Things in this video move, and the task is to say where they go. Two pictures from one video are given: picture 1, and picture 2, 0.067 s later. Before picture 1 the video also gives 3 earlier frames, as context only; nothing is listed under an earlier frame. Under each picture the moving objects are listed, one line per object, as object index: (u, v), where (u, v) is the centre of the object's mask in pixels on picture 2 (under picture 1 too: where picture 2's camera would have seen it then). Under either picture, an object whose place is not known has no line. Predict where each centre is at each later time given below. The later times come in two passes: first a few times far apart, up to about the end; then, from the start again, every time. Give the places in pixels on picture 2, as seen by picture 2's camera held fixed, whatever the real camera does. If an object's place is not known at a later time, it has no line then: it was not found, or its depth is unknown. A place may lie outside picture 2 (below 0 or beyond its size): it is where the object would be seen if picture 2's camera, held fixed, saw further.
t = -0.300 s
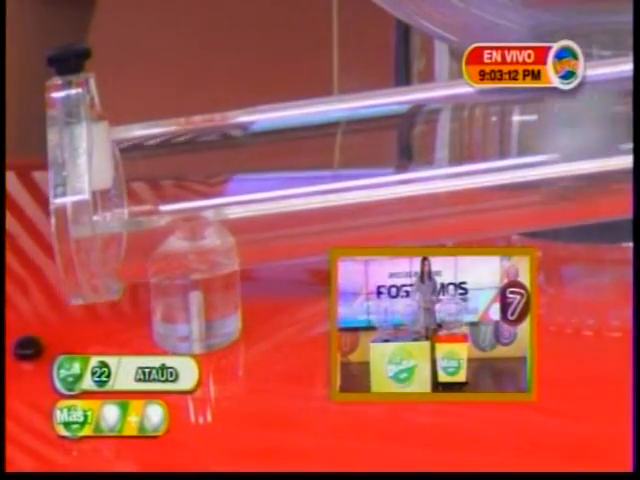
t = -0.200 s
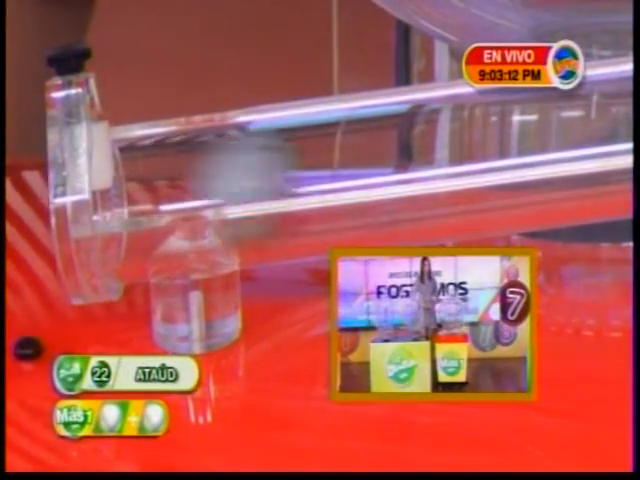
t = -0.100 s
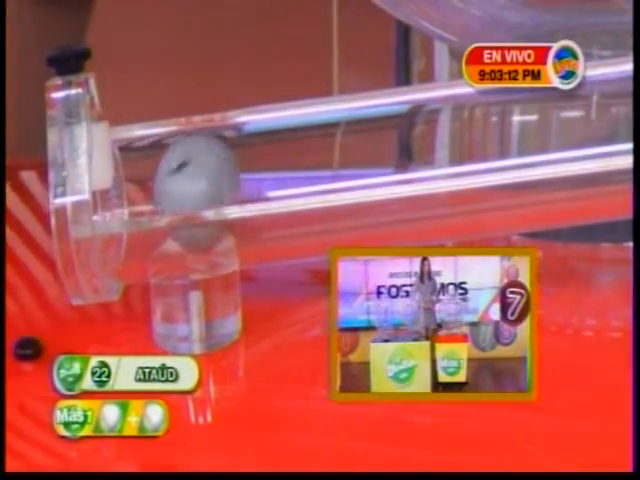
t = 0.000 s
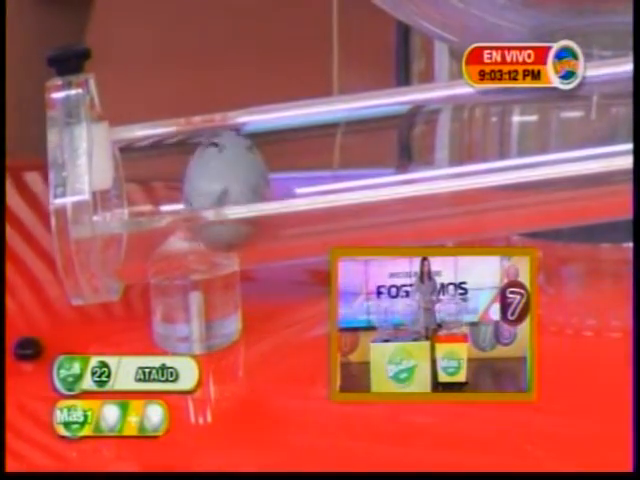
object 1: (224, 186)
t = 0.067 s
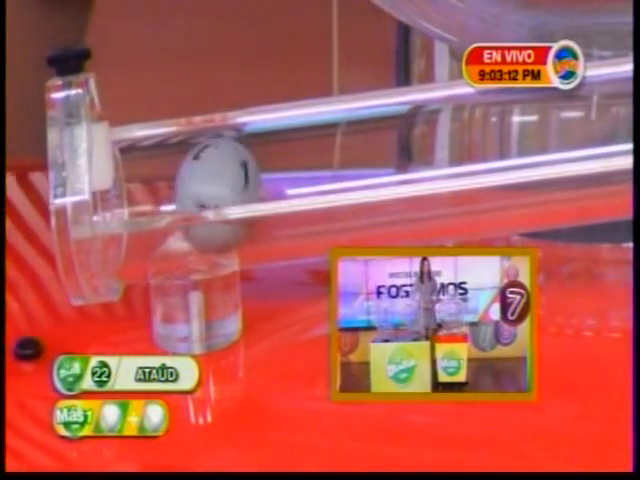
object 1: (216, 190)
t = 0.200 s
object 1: (174, 195)
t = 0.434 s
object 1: (148, 200)
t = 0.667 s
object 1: (148, 201)
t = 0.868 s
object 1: (148, 201)
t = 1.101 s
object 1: (148, 201)
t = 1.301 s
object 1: (148, 201)
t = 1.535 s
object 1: (148, 201)
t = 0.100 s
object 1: (209, 191)
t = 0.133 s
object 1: (198, 193)
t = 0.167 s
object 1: (186, 194)
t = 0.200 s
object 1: (174, 195)
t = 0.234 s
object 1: (159, 198)
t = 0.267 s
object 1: (148, 199)
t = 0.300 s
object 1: (149, 200)
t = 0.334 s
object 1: (149, 200)
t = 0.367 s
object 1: (148, 200)
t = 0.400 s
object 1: (148, 200)
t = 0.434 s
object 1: (148, 200)
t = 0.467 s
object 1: (148, 201)
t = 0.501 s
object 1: (148, 200)
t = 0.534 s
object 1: (148, 201)
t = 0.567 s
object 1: (148, 201)
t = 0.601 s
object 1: (148, 201)
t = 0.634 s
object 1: (148, 201)
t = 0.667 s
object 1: (148, 201)
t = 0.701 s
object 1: (148, 201)
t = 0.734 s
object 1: (148, 201)
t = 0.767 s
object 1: (148, 201)
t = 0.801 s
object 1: (148, 201)
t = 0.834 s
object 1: (148, 201)
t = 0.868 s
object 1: (148, 201)
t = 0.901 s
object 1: (148, 201)
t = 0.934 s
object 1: (148, 201)
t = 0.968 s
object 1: (148, 201)
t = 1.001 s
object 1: (148, 201)
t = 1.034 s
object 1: (148, 201)
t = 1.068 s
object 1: (148, 201)
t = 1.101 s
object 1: (148, 201)
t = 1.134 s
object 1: (148, 201)
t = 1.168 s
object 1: (148, 201)
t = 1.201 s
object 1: (148, 201)
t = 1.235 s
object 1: (148, 201)
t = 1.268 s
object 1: (148, 201)
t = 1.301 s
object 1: (148, 201)
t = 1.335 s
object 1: (148, 201)
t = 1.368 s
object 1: (148, 201)
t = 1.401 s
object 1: (148, 201)
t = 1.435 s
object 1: (148, 201)
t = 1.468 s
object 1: (148, 201)
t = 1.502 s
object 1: (148, 201)
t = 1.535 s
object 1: (148, 201)
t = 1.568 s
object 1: (148, 201)
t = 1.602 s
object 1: (148, 201)
